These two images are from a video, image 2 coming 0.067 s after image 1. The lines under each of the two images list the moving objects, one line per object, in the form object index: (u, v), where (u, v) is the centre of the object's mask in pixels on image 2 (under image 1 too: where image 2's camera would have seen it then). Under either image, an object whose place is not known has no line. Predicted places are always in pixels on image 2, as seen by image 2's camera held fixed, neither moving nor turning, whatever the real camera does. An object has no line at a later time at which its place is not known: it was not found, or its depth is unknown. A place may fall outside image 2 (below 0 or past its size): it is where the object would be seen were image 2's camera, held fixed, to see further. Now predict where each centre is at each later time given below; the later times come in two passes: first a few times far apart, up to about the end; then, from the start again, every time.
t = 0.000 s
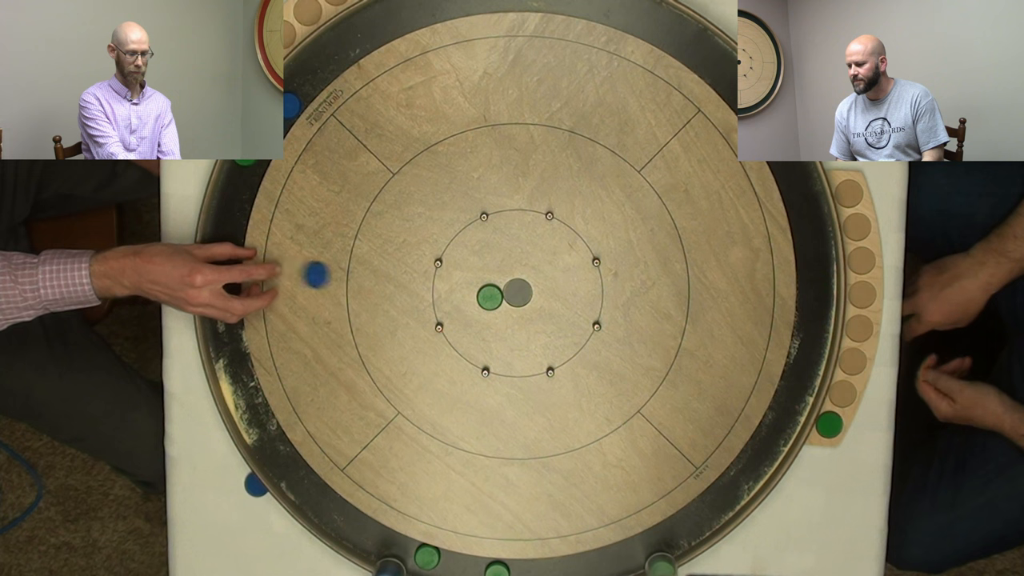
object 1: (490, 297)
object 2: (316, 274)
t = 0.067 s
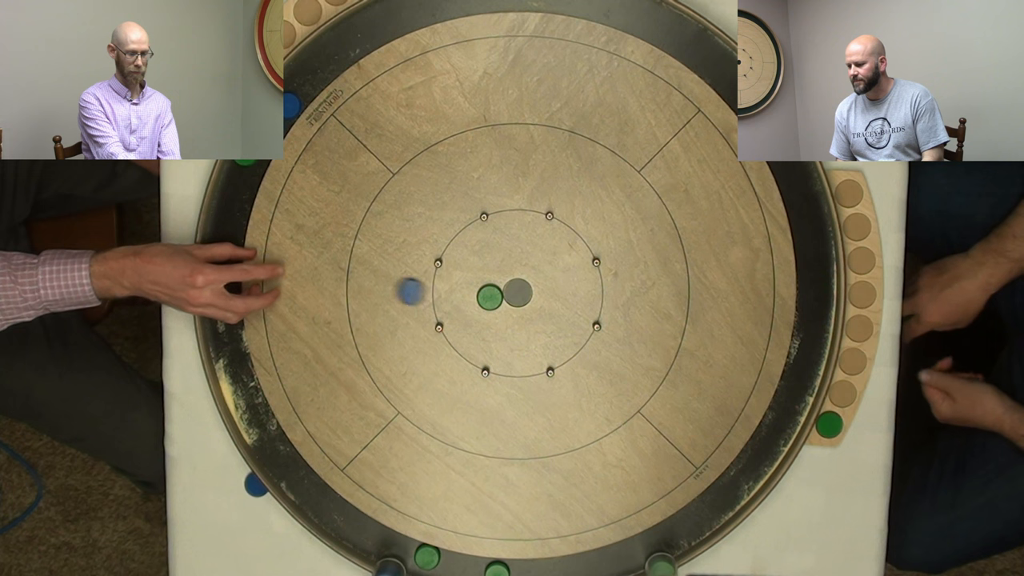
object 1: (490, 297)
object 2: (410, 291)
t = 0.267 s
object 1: (570, 276)
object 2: (481, 330)
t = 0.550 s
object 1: (642, 213)
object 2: (483, 336)
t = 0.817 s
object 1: (690, 147)
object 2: (483, 336)
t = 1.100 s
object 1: (711, 72)
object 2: (482, 336)
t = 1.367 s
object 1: (686, 46)
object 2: (483, 336)
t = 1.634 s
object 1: (673, 35)
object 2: (483, 336)
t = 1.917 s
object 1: (670, 33)
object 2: (483, 336)
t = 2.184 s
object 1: (670, 33)
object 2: (483, 336)
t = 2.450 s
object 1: (670, 33)
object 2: (483, 336)
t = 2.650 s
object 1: (670, 33)
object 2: (483, 336)
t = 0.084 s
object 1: (490, 297)
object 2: (433, 295)
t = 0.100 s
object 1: (490, 297)
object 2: (455, 299)
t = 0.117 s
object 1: (502, 296)
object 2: (465, 304)
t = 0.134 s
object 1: (521, 294)
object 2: (468, 308)
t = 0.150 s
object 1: (532, 294)
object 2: (470, 312)
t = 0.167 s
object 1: (537, 292)
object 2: (472, 315)
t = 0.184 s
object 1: (543, 290)
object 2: (474, 319)
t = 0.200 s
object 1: (548, 287)
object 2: (476, 322)
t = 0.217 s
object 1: (554, 285)
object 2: (478, 324)
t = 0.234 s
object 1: (559, 282)
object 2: (479, 327)
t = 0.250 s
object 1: (565, 279)
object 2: (480, 329)
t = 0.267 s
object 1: (570, 276)
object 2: (481, 330)
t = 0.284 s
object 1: (575, 272)
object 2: (482, 332)
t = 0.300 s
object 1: (580, 269)
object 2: (482, 333)
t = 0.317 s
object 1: (585, 267)
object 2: (482, 334)
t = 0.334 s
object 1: (589, 264)
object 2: (483, 335)
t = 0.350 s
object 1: (594, 261)
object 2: (483, 335)
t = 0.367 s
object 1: (599, 259)
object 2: (483, 336)
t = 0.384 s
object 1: (603, 255)
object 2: (483, 336)
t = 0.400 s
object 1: (606, 250)
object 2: (483, 336)
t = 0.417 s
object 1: (610, 245)
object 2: (483, 336)
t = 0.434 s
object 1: (614, 241)
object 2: (483, 336)
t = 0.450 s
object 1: (618, 236)
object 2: (483, 336)
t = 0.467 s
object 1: (622, 232)
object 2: (483, 336)
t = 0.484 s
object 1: (626, 228)
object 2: (483, 336)
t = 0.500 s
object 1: (630, 224)
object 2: (483, 336)
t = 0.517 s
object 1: (634, 220)
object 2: (483, 336)
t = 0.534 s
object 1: (638, 217)
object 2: (483, 336)
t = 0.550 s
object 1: (642, 213)
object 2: (483, 336)
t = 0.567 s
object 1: (645, 210)
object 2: (483, 336)
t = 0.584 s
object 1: (649, 205)
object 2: (483, 336)
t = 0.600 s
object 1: (652, 202)
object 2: (483, 336)
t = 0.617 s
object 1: (656, 198)
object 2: (483, 336)
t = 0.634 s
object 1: (659, 194)
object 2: (482, 336)
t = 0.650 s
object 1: (663, 190)
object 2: (483, 336)
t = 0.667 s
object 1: (666, 186)
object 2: (483, 336)
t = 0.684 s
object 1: (669, 182)
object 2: (483, 336)
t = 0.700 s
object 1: (672, 178)
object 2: (483, 336)
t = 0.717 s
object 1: (675, 174)
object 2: (483, 336)
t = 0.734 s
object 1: (678, 169)
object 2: (483, 336)
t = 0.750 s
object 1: (680, 165)
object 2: (483, 336)
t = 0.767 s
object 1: (683, 161)
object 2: (483, 336)
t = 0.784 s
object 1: (685, 156)
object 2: (483, 336)
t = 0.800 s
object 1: (687, 152)
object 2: (483, 336)
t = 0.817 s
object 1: (690, 147)
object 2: (483, 336)
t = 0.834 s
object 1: (691, 143)
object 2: (483, 336)
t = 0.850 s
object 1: (694, 139)
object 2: (483, 336)
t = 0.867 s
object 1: (696, 134)
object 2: (483, 336)
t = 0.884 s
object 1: (698, 129)
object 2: (483, 336)
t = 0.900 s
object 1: (699, 125)
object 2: (483, 336)
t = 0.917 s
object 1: (701, 121)
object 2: (483, 336)
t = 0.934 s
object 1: (702, 116)
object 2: (483, 336)
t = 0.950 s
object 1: (705, 111)
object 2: (483, 336)
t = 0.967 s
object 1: (706, 107)
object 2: (483, 336)
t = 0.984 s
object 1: (707, 103)
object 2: (483, 336)
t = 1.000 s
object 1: (707, 99)
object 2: (483, 336)
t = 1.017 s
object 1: (709, 94)
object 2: (483, 336)
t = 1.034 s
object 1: (709, 90)
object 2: (483, 336)
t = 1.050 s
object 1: (710, 86)
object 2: (483, 336)
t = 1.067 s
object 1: (711, 81)
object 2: (482, 336)
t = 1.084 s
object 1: (711, 76)
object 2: (483, 336)
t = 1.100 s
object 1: (711, 72)
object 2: (482, 336)
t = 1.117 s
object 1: (713, 66)
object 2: (482, 336)
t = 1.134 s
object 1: (714, 62)
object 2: (482, 336)
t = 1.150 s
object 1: (714, 58)
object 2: (483, 336)
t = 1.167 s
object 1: (714, 53)
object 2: (483, 336)
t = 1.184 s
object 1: (713, 51)
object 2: (483, 336)
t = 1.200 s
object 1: (710, 50)
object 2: (482, 336)
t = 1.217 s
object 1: (708, 50)
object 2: (483, 336)
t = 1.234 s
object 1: (704, 50)
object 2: (482, 336)
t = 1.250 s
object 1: (701, 49)
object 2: (482, 336)
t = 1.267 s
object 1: (698, 49)
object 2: (482, 336)
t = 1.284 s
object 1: (696, 48)
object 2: (482, 336)
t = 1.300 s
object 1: (694, 47)
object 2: (482, 336)
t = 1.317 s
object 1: (692, 46)
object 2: (483, 336)
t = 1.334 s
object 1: (691, 45)
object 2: (482, 336)
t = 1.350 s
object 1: (688, 46)
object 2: (483, 336)
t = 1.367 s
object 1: (686, 46)
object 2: (483, 336)
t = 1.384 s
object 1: (684, 45)
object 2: (483, 336)
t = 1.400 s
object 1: (681, 45)
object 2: (482, 336)
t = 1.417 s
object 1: (680, 45)
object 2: (483, 336)
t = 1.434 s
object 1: (678, 44)
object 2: (482, 336)
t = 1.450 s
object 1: (676, 44)
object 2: (483, 336)
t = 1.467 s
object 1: (676, 44)
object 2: (483, 336)
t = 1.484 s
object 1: (675, 43)
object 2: (482, 336)
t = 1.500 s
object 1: (675, 41)
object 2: (482, 336)
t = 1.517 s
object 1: (675, 41)
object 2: (482, 336)
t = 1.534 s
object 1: (675, 40)
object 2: (482, 336)
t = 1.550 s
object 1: (674, 39)
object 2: (482, 336)
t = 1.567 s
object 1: (674, 38)
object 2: (483, 336)
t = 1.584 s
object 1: (674, 37)
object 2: (483, 336)
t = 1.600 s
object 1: (674, 36)
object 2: (483, 336)
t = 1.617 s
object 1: (673, 36)
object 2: (482, 336)
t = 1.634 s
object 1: (673, 35)
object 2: (483, 336)
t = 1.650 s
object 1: (673, 34)
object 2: (483, 336)
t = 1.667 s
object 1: (672, 34)
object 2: (483, 336)
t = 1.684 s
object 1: (672, 34)
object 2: (482, 336)
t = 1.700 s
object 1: (672, 33)
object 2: (483, 336)
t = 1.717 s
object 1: (671, 33)
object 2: (483, 336)
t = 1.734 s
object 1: (671, 33)
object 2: (483, 336)
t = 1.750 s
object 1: (671, 33)
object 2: (483, 336)
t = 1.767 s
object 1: (670, 33)
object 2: (483, 336)
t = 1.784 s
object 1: (670, 33)
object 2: (483, 336)
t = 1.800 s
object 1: (670, 33)
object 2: (483, 336)
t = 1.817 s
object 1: (670, 33)
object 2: (483, 336)
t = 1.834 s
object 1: (670, 33)
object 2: (483, 336)
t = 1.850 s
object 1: (670, 33)
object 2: (483, 336)
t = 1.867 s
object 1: (670, 33)
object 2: (483, 336)
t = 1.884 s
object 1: (670, 33)
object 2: (483, 336)
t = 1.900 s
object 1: (670, 33)
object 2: (483, 336)
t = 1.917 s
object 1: (670, 33)
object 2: (483, 336)
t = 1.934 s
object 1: (670, 33)
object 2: (483, 336)
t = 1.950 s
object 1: (670, 33)
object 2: (483, 336)
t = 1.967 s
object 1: (670, 33)
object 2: (483, 336)
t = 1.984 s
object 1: (670, 33)
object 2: (483, 336)
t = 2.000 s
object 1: (670, 33)
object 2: (483, 336)
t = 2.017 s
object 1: (670, 33)
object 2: (483, 336)
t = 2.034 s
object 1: (670, 33)
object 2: (483, 336)
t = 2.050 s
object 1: (670, 33)
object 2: (483, 336)
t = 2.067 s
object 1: (670, 33)
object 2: (483, 336)
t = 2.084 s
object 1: (670, 33)
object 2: (483, 336)
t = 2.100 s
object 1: (670, 33)
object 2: (483, 336)
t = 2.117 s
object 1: (670, 33)
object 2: (483, 336)
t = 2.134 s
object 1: (670, 33)
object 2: (483, 336)
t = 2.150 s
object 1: (670, 33)
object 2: (483, 336)
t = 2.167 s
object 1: (670, 33)
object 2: (483, 336)
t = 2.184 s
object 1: (670, 33)
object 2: (483, 336)
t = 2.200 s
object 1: (670, 33)
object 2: (483, 336)
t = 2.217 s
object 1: (670, 33)
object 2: (483, 336)
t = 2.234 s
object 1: (670, 33)
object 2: (483, 336)
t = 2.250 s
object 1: (670, 33)
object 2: (483, 336)
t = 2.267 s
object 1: (670, 33)
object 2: (483, 336)
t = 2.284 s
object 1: (670, 33)
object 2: (483, 336)
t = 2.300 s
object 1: (670, 33)
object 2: (483, 336)
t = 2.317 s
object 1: (670, 33)
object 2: (483, 336)
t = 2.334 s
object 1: (670, 33)
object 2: (483, 336)
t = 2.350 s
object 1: (670, 33)
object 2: (483, 336)
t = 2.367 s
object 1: (670, 33)
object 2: (483, 336)
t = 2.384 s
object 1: (670, 33)
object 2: (483, 336)
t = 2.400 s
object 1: (670, 33)
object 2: (483, 336)
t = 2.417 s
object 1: (670, 33)
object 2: (483, 336)
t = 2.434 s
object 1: (670, 33)
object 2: (483, 336)
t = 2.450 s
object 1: (670, 33)
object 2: (483, 336)
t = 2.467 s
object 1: (670, 33)
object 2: (483, 336)
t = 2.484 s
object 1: (670, 33)
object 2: (483, 336)
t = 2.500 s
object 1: (670, 33)
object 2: (483, 336)
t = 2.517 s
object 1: (670, 33)
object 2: (483, 336)
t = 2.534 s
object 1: (670, 33)
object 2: (483, 336)
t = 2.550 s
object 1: (670, 33)
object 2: (483, 336)
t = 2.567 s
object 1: (670, 33)
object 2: (483, 336)
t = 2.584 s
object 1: (670, 33)
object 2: (483, 336)
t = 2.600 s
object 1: (670, 33)
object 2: (483, 336)
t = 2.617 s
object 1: (670, 33)
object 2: (483, 336)
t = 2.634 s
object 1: (670, 33)
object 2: (483, 336)
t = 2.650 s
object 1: (670, 33)
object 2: (483, 336)
